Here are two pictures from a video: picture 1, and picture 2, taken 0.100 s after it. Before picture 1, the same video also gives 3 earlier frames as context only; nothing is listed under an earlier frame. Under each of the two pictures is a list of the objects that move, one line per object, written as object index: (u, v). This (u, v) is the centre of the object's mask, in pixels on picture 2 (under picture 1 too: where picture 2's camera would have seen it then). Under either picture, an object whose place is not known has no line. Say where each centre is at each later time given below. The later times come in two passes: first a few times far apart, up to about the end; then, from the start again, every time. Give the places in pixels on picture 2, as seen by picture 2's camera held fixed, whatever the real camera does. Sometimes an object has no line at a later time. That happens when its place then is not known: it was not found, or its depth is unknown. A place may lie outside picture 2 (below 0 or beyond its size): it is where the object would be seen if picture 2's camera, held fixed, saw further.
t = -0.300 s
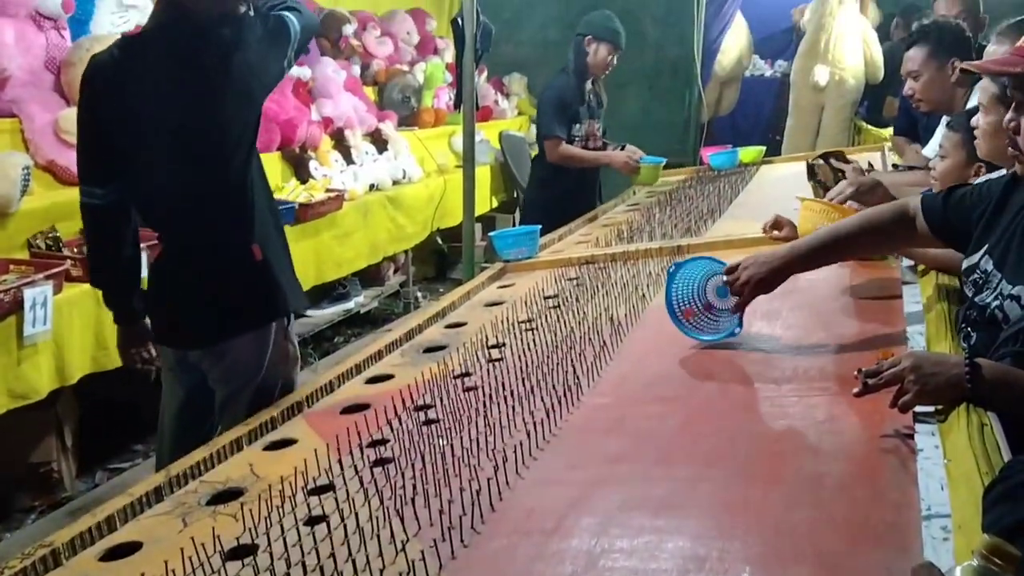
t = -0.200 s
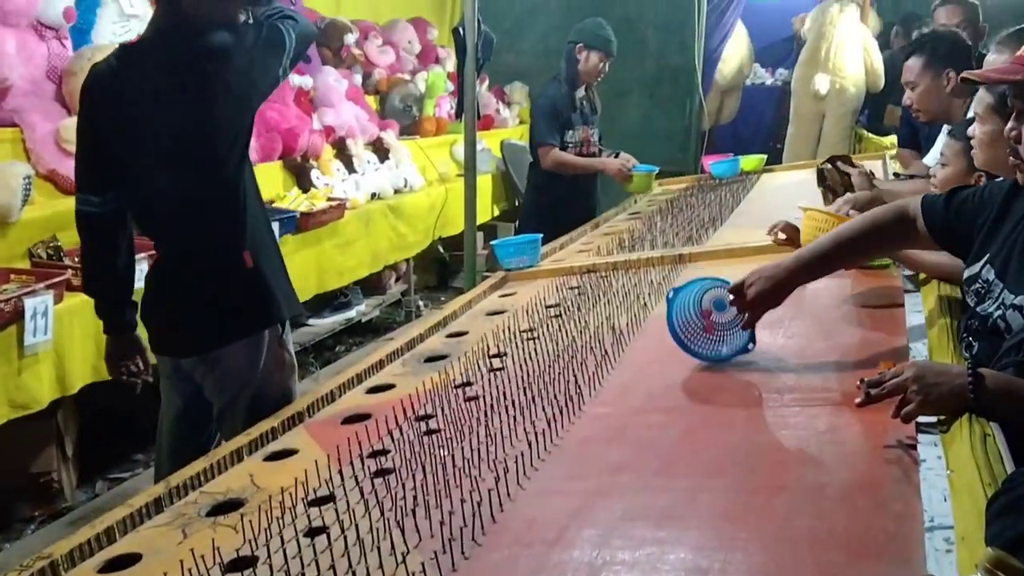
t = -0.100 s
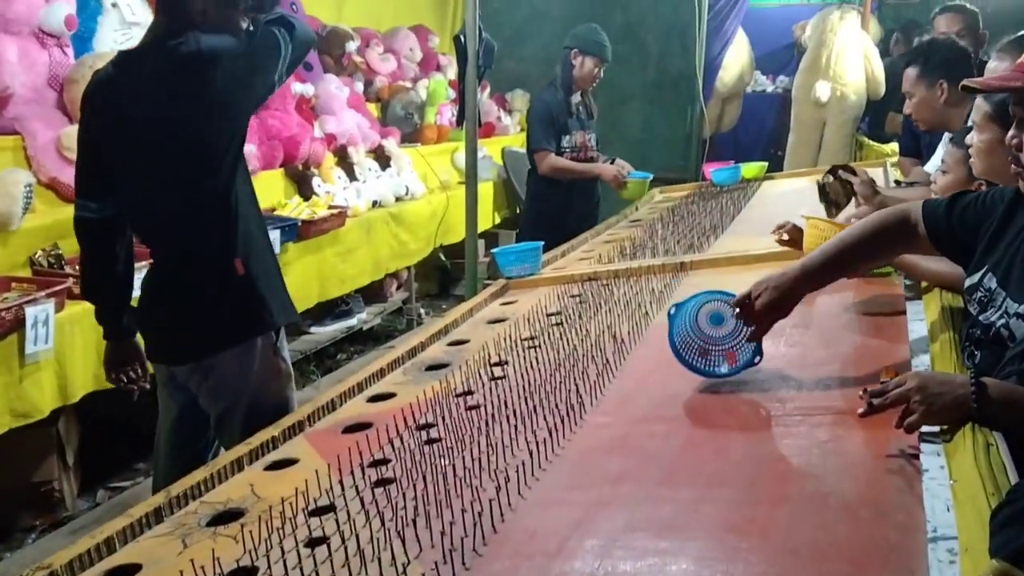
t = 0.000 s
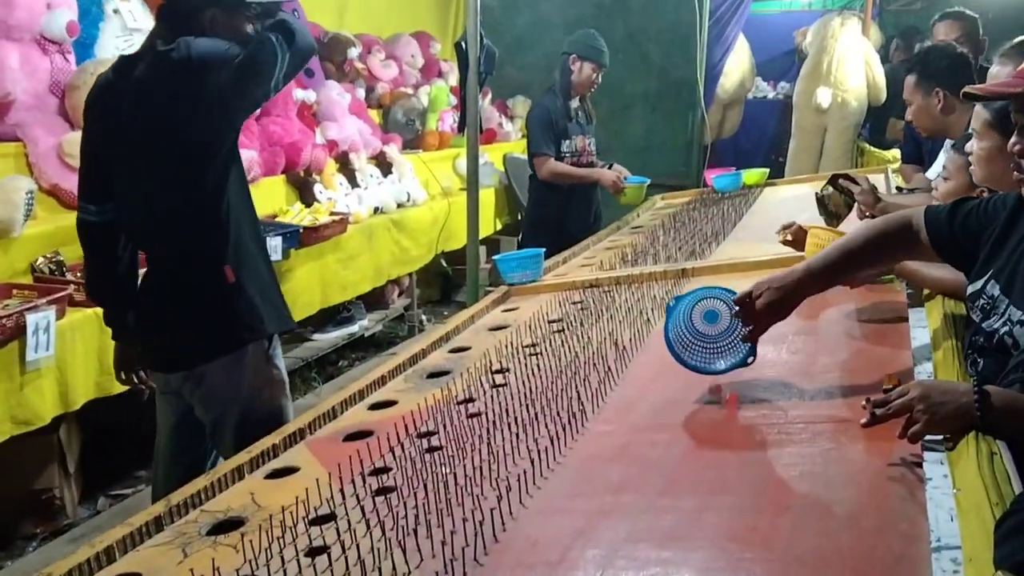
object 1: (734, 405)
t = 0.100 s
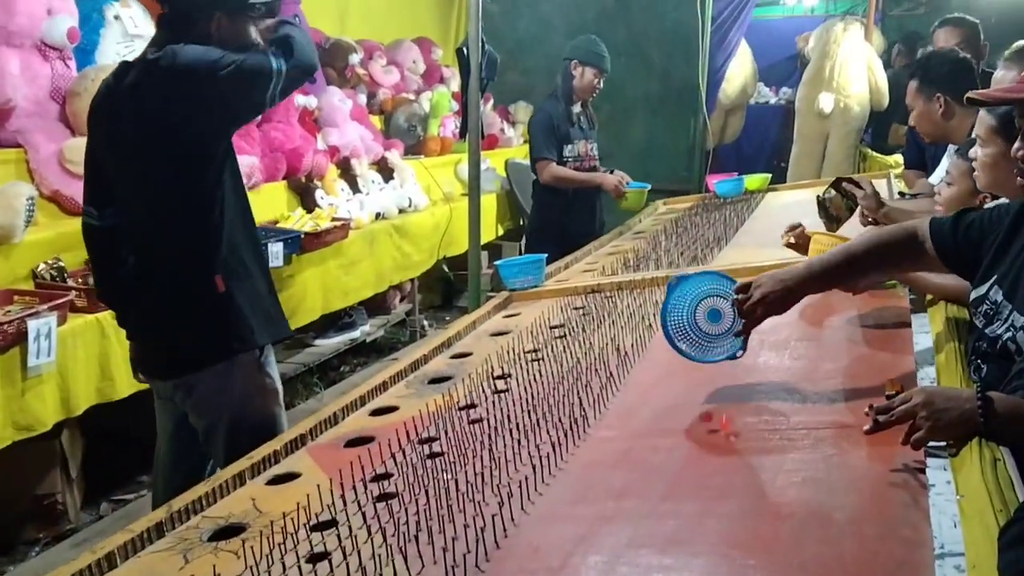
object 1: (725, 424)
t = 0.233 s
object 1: (691, 454)
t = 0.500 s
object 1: (545, 529)
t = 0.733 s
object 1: (595, 543)
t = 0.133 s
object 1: (722, 431)
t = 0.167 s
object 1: (711, 435)
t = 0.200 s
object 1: (702, 447)
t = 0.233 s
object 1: (691, 454)
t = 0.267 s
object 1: (675, 459)
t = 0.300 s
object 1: (664, 468)
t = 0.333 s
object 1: (648, 483)
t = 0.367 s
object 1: (631, 484)
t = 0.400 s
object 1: (611, 499)
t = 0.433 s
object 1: (592, 508)
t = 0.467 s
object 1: (569, 518)
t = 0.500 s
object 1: (545, 529)
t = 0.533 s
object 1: (520, 541)
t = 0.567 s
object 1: (493, 551)
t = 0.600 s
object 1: (510, 551)
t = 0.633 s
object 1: (533, 550)
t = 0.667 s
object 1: (555, 550)
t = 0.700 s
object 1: (574, 545)
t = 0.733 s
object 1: (595, 543)
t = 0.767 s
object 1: (613, 542)
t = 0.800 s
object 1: (632, 540)
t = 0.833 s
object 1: (648, 537)
